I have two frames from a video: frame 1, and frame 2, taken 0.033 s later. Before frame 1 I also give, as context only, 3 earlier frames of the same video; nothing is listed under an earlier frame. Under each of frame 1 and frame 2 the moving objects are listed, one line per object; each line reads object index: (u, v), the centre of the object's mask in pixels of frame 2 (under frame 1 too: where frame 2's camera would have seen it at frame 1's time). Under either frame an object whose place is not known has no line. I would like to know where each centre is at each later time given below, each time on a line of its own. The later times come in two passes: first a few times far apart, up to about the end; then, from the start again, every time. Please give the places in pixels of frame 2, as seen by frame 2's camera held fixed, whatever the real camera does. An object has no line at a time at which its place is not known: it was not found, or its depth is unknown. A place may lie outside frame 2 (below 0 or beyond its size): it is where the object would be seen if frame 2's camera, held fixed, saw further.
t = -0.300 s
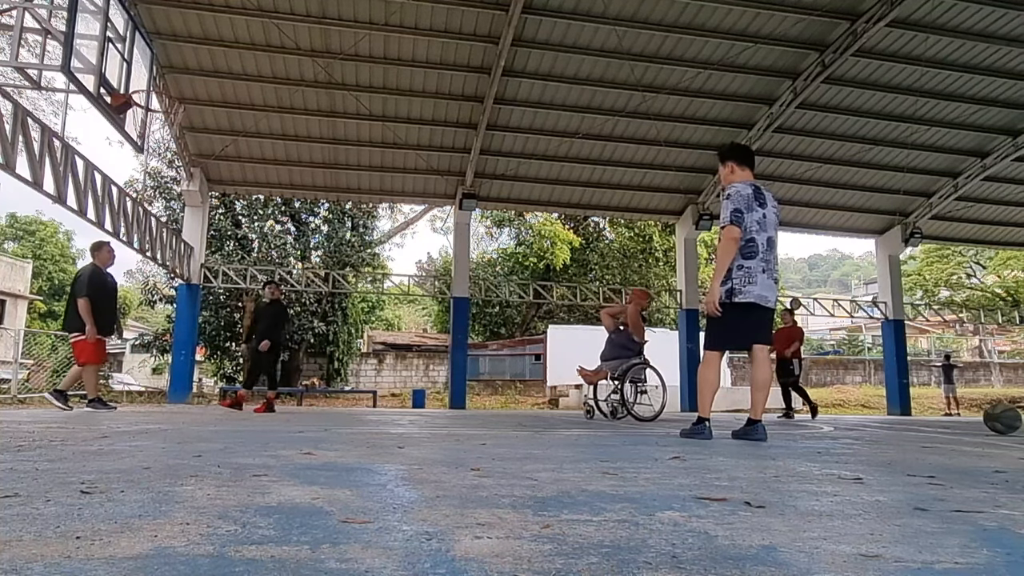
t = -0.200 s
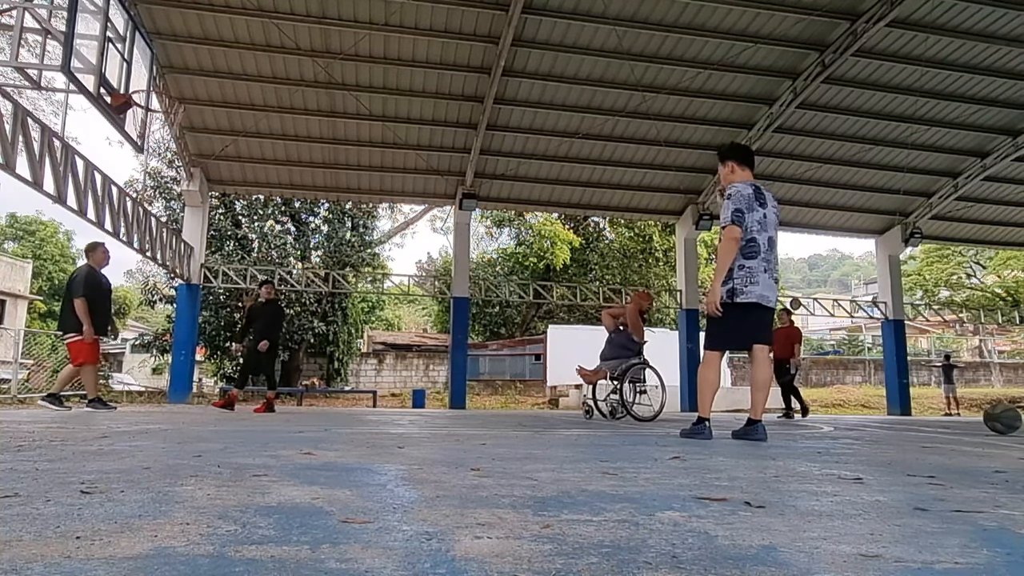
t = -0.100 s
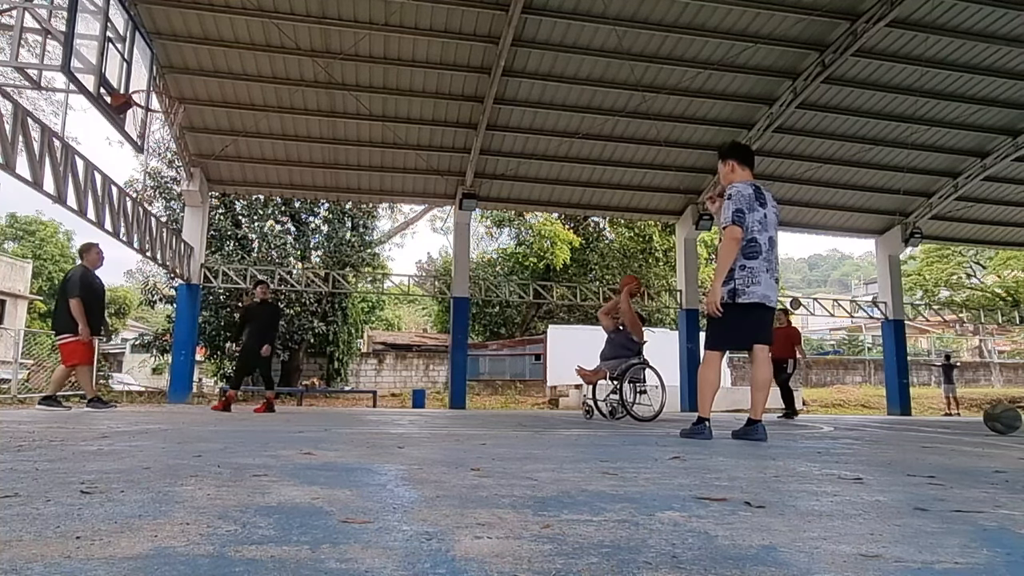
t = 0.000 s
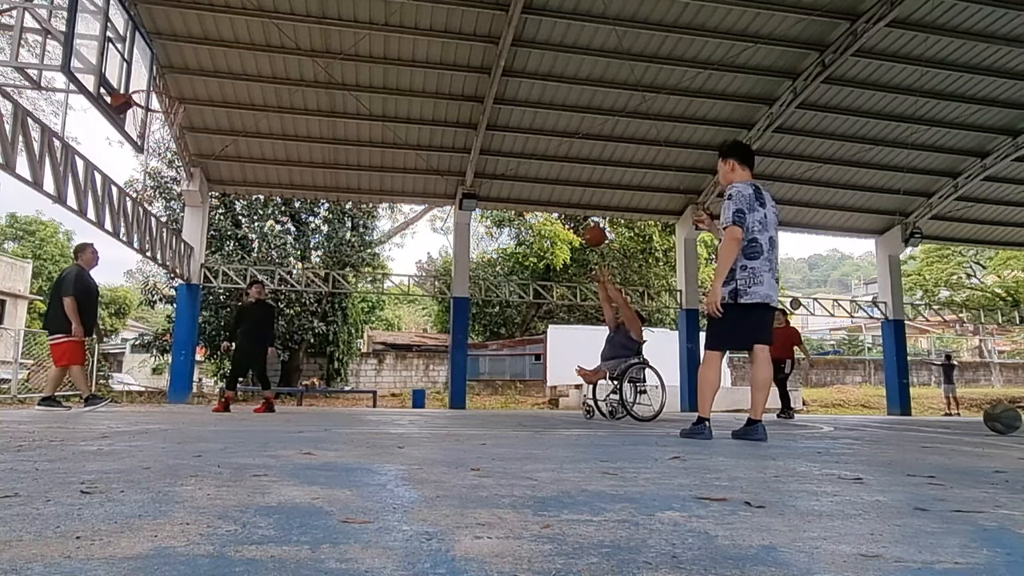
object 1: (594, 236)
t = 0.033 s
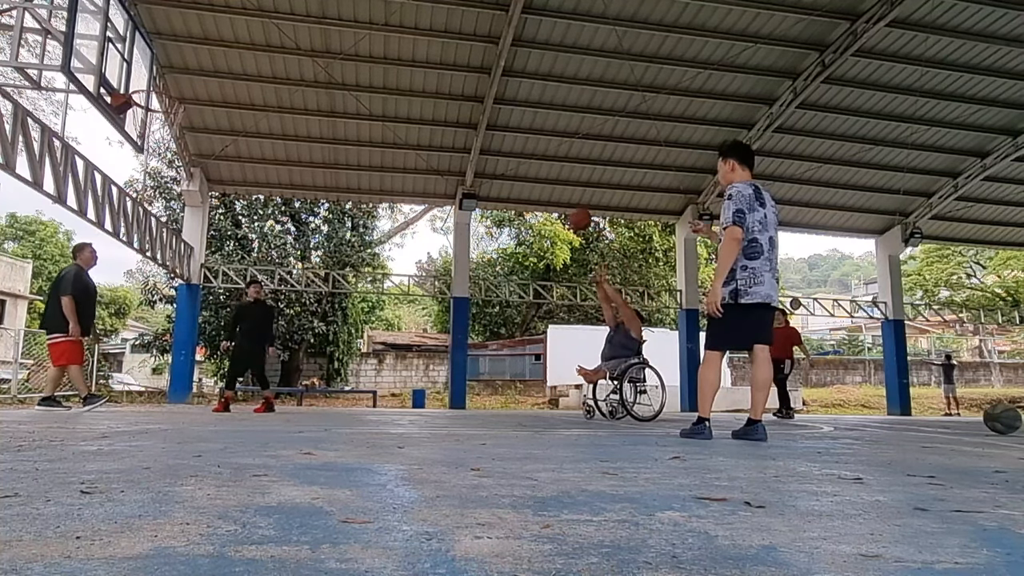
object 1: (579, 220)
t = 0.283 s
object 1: (474, 120)
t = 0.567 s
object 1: (351, 67)
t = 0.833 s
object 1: (225, 76)
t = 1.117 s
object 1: (131, 151)
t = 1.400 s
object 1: (108, 285)
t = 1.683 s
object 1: (124, 325)
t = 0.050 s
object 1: (573, 211)
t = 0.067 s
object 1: (566, 203)
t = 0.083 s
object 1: (559, 195)
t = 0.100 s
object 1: (551, 188)
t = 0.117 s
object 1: (545, 181)
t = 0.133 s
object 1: (537, 173)
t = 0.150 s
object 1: (530, 167)
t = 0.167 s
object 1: (523, 160)
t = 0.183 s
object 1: (516, 154)
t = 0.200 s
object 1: (509, 147)
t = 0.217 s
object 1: (502, 141)
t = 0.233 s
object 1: (495, 136)
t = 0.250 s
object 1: (488, 131)
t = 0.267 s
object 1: (481, 125)
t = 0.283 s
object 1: (474, 120)
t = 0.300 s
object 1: (467, 116)
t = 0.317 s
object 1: (460, 112)
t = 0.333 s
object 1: (452, 107)
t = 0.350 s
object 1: (446, 102)
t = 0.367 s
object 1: (438, 98)
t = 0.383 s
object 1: (431, 94)
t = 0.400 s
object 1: (424, 91)
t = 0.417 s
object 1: (417, 87)
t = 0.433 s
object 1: (410, 84)
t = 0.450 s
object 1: (403, 81)
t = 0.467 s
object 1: (395, 79)
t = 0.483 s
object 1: (388, 76)
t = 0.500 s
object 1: (381, 74)
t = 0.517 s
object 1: (374, 73)
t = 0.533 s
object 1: (366, 70)
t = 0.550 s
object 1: (358, 69)
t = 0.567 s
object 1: (351, 67)
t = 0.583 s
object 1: (344, 66)
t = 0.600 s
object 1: (336, 65)
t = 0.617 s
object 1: (328, 64)
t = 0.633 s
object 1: (321, 64)
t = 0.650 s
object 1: (313, 63)
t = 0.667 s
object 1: (306, 64)
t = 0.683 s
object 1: (298, 64)
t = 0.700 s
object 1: (290, 64)
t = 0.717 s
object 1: (282, 65)
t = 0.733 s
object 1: (274, 65)
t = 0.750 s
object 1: (267, 66)
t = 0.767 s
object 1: (258, 68)
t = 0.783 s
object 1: (250, 68)
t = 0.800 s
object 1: (242, 71)
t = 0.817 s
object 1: (234, 73)
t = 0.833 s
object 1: (225, 76)
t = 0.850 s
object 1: (217, 78)
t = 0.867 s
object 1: (209, 81)
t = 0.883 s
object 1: (201, 84)
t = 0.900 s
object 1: (191, 88)
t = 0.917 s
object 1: (183, 91)
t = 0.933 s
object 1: (175, 94)
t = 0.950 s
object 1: (165, 98)
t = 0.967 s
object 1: (159, 103)
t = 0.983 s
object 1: (147, 107)
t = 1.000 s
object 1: (141, 113)
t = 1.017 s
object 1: (139, 119)
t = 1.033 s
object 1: (136, 127)
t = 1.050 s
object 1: (136, 131)
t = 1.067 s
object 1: (135, 137)
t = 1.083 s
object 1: (133, 141)
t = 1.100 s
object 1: (132, 146)
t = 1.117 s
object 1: (131, 151)
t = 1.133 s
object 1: (130, 157)
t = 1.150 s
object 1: (129, 162)
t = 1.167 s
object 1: (128, 168)
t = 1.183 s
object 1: (127, 175)
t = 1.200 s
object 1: (126, 181)
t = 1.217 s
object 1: (125, 188)
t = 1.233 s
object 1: (123, 195)
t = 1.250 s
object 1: (122, 203)
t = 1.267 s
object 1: (121, 211)
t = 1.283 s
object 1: (119, 219)
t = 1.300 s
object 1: (118, 227)
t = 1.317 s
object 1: (117, 236)
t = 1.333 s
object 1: (114, 245)
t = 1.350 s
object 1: (113, 254)
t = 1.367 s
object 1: (111, 264)
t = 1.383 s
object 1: (110, 274)
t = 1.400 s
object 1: (108, 285)
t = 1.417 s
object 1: (106, 295)
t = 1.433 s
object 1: (105, 306)
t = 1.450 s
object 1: (103, 317)
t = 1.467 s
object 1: (101, 329)
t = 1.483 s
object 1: (99, 341)
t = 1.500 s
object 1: (96, 354)
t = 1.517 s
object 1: (94, 366)
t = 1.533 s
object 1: (91, 380)
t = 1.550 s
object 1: (89, 393)
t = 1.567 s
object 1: (89, 400)
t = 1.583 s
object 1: (95, 389)
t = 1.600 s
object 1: (100, 377)
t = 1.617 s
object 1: (105, 365)
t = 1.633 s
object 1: (110, 355)
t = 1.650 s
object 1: (114, 345)
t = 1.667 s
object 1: (119, 335)
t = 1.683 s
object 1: (124, 325)
